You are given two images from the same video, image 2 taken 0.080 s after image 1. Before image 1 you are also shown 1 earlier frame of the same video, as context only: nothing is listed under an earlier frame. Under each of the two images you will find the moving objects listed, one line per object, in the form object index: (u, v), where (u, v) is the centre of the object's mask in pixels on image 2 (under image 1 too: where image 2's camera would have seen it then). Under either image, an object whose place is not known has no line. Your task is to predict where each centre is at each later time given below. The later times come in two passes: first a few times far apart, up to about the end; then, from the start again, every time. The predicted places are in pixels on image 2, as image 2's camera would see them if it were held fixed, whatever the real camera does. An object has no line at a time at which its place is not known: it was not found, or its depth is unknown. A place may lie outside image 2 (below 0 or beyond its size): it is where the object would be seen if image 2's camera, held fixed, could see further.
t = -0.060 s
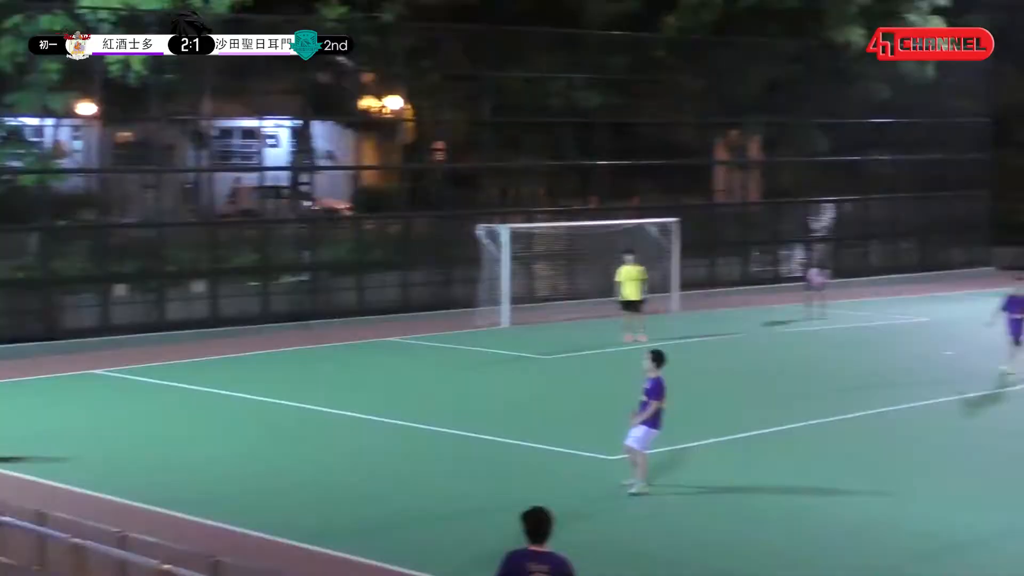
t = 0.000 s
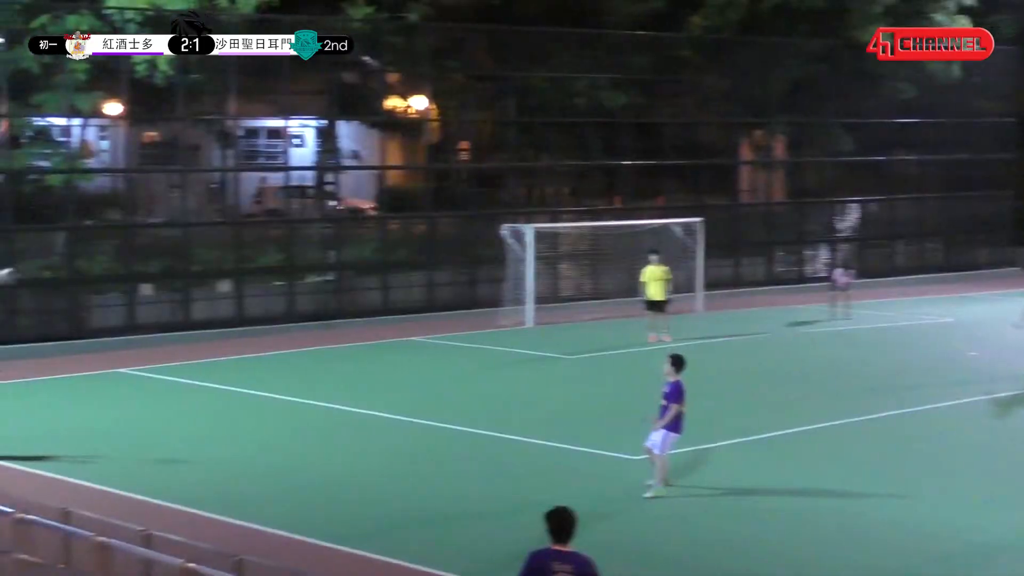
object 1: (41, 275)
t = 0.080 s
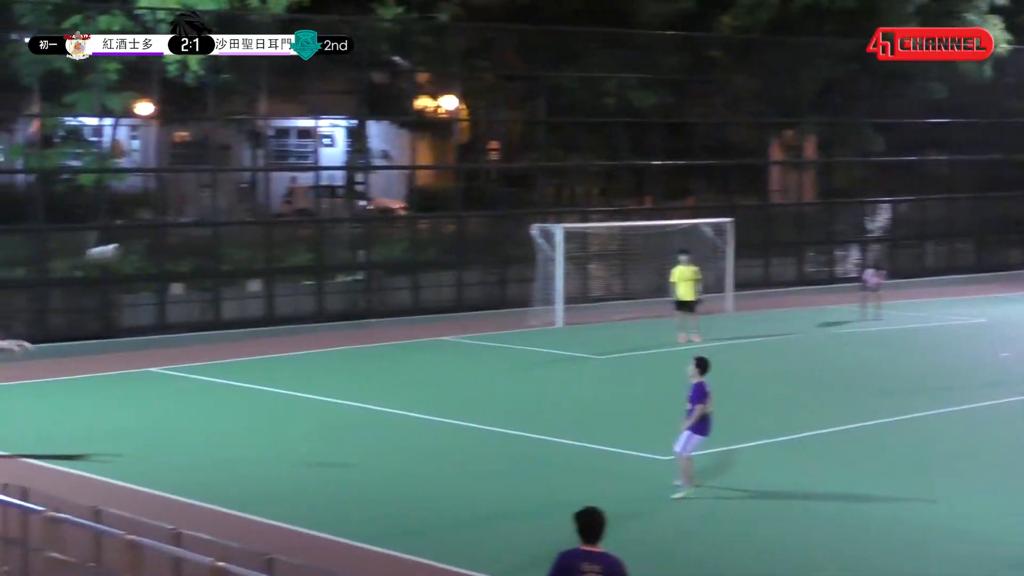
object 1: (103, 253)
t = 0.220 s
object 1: (234, 223)
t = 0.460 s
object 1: (457, 204)
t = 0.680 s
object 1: (661, 226)
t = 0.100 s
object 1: (123, 247)
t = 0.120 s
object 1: (141, 243)
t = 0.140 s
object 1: (160, 239)
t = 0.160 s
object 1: (178, 234)
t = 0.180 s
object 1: (196, 230)
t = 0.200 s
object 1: (215, 227)
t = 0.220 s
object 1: (234, 223)
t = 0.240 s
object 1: (252, 219)
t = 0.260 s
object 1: (268, 216)
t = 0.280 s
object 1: (288, 213)
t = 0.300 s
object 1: (306, 210)
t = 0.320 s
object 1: (327, 209)
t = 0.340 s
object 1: (346, 208)
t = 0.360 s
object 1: (363, 206)
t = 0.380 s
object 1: (384, 205)
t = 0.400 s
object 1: (403, 204)
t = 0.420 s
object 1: (421, 204)
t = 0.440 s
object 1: (439, 203)
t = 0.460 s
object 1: (457, 204)
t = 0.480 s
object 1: (476, 204)
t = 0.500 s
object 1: (495, 205)
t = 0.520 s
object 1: (514, 206)
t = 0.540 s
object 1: (532, 207)
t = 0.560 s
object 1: (551, 209)
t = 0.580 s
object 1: (569, 211)
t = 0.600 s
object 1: (587, 213)
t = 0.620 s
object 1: (606, 215)
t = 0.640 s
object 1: (624, 218)
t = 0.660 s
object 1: (643, 221)
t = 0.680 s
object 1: (661, 226)
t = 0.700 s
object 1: (680, 231)
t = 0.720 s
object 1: (699, 235)
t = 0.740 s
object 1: (716, 238)
